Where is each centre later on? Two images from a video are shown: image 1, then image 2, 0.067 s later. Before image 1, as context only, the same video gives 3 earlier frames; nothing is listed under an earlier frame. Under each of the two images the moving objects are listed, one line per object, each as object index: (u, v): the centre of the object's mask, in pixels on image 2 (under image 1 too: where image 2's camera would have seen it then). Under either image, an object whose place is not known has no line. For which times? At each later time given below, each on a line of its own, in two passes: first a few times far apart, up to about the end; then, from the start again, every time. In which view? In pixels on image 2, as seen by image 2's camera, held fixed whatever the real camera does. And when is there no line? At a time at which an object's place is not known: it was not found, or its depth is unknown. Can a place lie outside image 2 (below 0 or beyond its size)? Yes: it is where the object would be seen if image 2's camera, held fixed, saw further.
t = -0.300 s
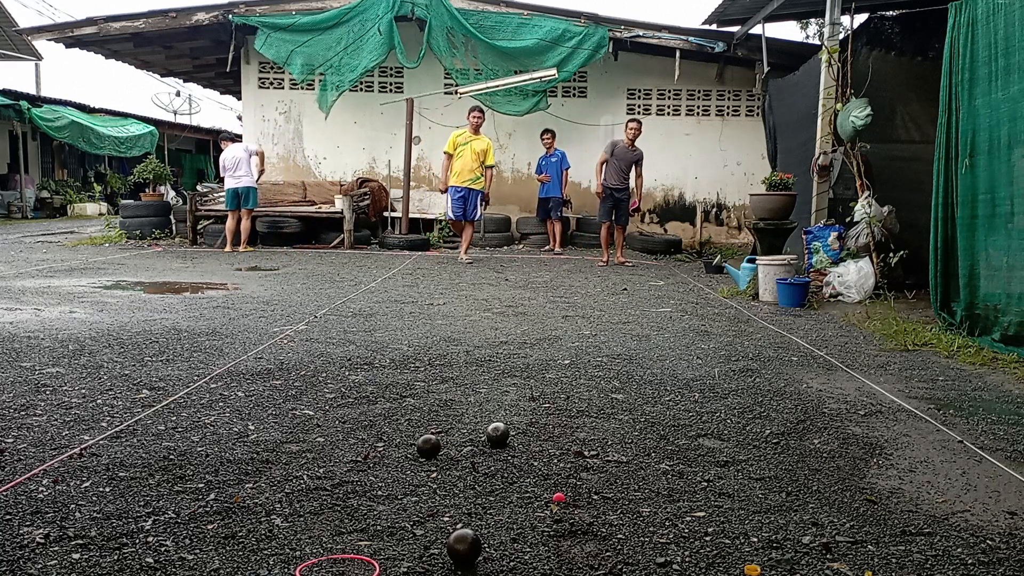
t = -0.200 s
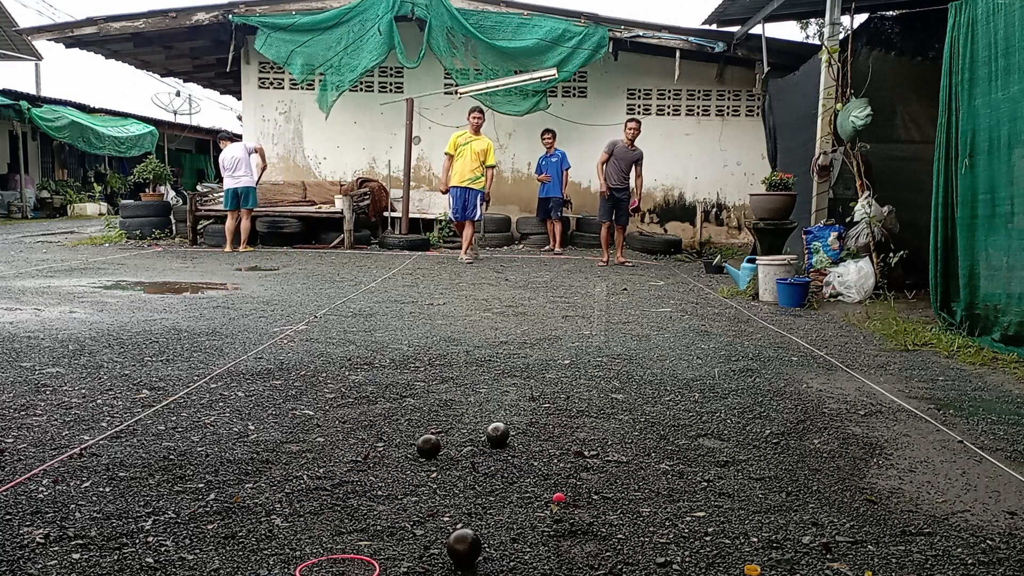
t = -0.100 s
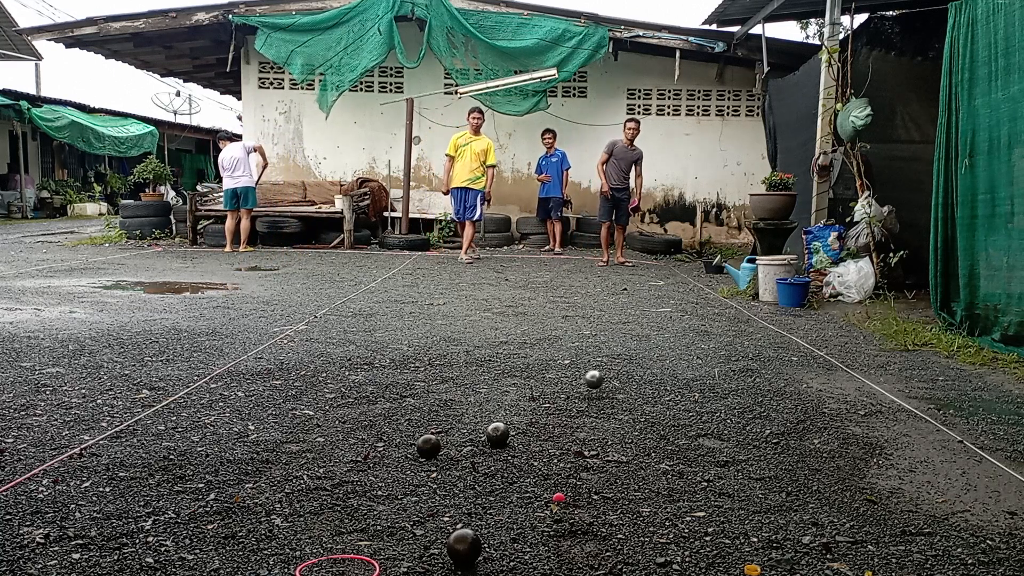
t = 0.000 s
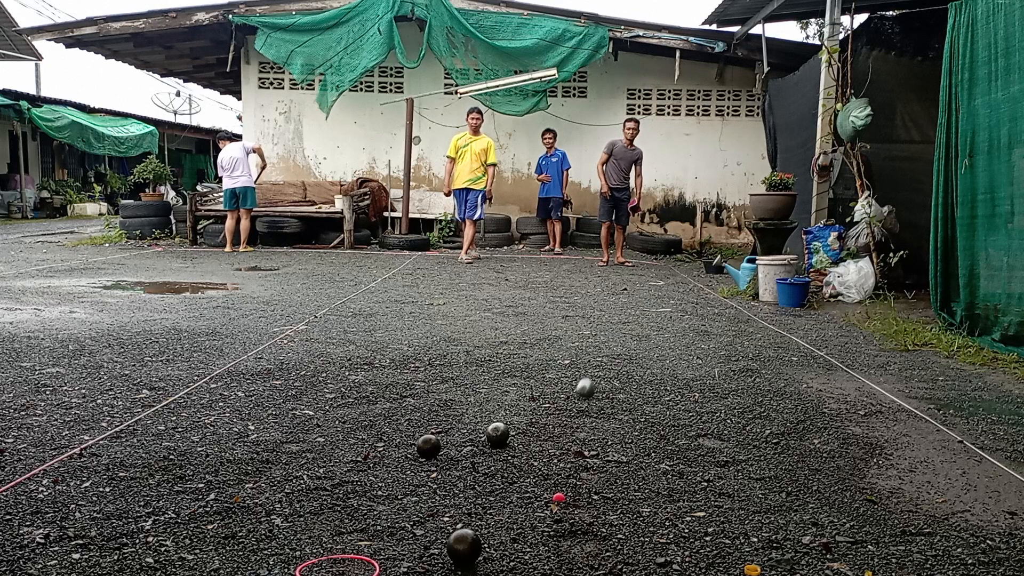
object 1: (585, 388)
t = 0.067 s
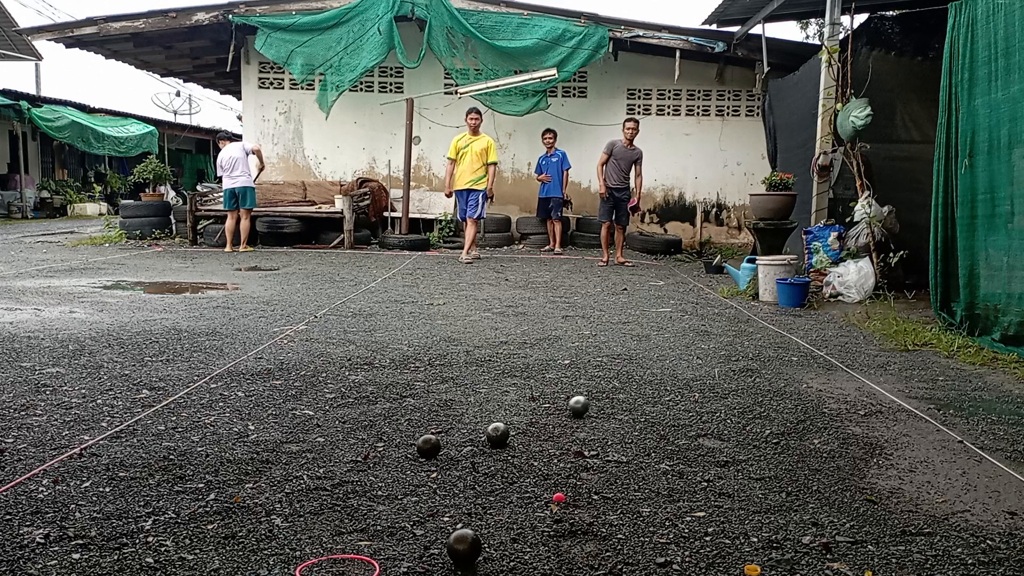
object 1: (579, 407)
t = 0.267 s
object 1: (558, 424)
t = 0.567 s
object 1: (520, 448)
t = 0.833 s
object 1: (491, 464)
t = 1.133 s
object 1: (476, 474)
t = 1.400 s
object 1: (477, 475)
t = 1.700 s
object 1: (477, 475)
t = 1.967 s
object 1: (476, 475)
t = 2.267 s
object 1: (476, 475)
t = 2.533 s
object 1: (477, 475)
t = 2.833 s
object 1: (477, 475)
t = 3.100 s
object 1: (477, 475)
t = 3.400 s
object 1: (477, 475)
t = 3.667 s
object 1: (477, 475)
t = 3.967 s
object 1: (477, 475)
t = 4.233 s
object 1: (477, 475)
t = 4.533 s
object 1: (477, 475)
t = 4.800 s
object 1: (477, 475)
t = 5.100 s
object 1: (477, 475)
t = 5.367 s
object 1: (476, 475)
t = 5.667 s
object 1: (476, 475)
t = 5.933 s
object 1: (476, 475)
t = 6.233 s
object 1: (476, 475)
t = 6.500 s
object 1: (476, 475)
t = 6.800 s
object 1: (476, 475)
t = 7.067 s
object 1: (476, 475)
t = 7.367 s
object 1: (476, 475)
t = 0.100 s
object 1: (575, 408)
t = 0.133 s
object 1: (572, 413)
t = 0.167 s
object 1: (569, 414)
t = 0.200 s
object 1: (566, 417)
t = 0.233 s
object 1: (562, 421)
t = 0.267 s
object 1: (558, 424)
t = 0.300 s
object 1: (554, 428)
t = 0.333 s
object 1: (550, 430)
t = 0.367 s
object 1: (546, 433)
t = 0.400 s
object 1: (542, 435)
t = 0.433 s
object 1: (538, 438)
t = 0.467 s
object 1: (533, 441)
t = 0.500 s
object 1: (529, 444)
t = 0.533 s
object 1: (525, 446)
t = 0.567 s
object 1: (520, 448)
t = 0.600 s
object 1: (516, 450)
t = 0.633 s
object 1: (512, 453)
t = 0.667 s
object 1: (507, 456)
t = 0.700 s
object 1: (504, 456)
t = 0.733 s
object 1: (500, 458)
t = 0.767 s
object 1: (497, 460)
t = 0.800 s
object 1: (494, 462)
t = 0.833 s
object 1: (491, 464)
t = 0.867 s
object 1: (488, 465)
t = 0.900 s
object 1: (487, 467)
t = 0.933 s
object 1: (485, 468)
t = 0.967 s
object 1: (483, 469)
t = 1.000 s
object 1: (481, 470)
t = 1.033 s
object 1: (480, 471)
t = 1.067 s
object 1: (478, 472)
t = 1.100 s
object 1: (477, 473)
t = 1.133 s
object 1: (476, 474)
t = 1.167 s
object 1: (475, 474)
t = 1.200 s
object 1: (475, 475)
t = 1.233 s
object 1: (475, 475)
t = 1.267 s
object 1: (476, 475)
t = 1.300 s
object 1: (477, 475)
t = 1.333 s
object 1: (477, 475)
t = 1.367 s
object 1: (477, 475)
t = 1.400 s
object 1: (477, 475)
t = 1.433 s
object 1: (476, 475)
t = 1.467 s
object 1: (476, 475)
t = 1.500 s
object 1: (476, 475)
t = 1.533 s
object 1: (476, 475)
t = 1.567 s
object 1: (476, 475)
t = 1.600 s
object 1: (477, 475)
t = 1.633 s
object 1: (477, 475)
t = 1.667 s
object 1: (477, 475)
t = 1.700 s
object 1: (477, 475)
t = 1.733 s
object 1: (477, 475)
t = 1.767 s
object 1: (476, 475)
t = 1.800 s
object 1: (476, 475)
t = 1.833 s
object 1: (476, 475)
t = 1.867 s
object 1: (476, 475)
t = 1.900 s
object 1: (476, 475)
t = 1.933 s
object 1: (476, 475)
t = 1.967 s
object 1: (476, 475)
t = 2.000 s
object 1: (476, 475)
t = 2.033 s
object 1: (476, 475)
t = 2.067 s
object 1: (476, 475)
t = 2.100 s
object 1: (476, 475)
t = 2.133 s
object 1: (476, 475)
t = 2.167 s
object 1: (476, 475)
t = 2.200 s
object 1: (476, 475)
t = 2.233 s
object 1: (476, 475)
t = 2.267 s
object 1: (476, 475)
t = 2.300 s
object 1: (476, 475)
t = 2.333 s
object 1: (476, 475)
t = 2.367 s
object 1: (476, 475)
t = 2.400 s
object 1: (476, 475)
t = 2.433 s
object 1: (476, 475)
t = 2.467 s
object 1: (477, 475)
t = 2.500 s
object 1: (476, 475)
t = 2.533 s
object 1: (477, 475)
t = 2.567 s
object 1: (477, 475)
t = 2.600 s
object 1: (477, 475)
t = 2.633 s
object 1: (477, 475)
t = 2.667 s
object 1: (477, 475)
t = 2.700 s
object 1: (477, 475)
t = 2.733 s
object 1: (477, 475)
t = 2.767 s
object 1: (477, 475)
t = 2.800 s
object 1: (477, 475)
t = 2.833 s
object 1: (477, 475)
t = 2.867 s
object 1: (477, 475)
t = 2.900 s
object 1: (477, 475)
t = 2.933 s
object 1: (477, 475)
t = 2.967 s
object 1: (477, 475)
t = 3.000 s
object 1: (477, 475)
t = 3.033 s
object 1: (477, 475)
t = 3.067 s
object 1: (477, 475)
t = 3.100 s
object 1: (477, 475)
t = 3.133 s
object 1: (477, 475)
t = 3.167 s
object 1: (477, 475)
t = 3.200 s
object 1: (477, 475)
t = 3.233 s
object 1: (477, 475)
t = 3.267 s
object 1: (477, 475)
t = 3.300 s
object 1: (477, 475)
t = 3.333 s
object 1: (477, 475)
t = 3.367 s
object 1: (477, 475)
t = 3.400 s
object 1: (477, 475)
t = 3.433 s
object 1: (477, 475)
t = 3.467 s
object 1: (477, 475)
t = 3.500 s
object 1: (477, 475)
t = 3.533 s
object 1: (477, 475)
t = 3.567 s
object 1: (477, 475)
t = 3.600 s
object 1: (476, 475)
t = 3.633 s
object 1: (477, 475)
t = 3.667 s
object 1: (477, 475)
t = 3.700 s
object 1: (477, 475)
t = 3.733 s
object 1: (477, 475)
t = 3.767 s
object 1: (477, 475)
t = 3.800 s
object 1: (477, 475)
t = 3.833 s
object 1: (477, 475)
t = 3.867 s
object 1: (477, 475)
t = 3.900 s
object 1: (477, 475)
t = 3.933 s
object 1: (477, 475)
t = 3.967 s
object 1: (477, 475)
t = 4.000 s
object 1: (477, 475)
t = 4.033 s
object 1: (477, 475)
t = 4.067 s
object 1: (477, 475)
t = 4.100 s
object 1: (477, 475)
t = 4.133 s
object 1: (477, 475)
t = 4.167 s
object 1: (477, 475)
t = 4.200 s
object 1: (477, 475)
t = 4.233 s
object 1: (477, 475)
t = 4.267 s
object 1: (477, 475)
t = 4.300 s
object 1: (477, 475)
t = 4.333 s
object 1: (477, 475)
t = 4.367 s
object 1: (477, 475)
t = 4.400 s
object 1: (476, 475)
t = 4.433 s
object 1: (477, 475)
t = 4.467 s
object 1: (476, 475)
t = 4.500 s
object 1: (477, 475)
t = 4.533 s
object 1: (477, 475)
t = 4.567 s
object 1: (477, 475)
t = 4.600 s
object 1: (477, 475)
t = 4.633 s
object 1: (476, 475)
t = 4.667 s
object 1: (477, 475)
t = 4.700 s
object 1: (477, 475)
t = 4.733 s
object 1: (477, 475)
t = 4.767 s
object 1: (477, 475)
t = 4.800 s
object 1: (477, 475)
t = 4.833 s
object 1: (477, 475)
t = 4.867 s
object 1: (477, 475)
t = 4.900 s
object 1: (477, 475)
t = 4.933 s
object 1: (477, 475)
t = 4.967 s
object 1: (477, 475)
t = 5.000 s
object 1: (477, 475)
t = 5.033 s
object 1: (477, 475)
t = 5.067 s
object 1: (477, 475)
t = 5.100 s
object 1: (477, 475)
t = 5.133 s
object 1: (477, 475)
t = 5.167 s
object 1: (477, 475)
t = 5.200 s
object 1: (477, 475)
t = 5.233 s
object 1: (477, 475)
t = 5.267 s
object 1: (477, 475)
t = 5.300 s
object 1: (476, 475)
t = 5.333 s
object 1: (476, 475)
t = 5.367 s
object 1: (476, 475)
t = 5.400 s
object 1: (476, 475)
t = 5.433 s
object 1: (476, 475)
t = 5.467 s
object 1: (476, 475)
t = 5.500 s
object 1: (476, 475)
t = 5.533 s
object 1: (476, 475)
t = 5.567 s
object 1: (476, 475)
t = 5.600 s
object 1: (476, 475)
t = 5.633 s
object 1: (476, 475)
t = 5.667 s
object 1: (476, 475)
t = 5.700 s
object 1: (476, 475)
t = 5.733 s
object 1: (476, 475)
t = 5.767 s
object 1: (476, 475)
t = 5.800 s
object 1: (476, 475)
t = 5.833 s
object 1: (476, 475)
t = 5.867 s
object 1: (476, 475)
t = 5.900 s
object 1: (476, 475)
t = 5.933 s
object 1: (476, 475)
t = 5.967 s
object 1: (476, 475)
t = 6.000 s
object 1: (476, 475)
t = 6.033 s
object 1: (476, 475)
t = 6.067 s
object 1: (476, 475)
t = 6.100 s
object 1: (476, 475)
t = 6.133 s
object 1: (476, 475)
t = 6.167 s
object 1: (476, 475)
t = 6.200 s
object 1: (476, 475)
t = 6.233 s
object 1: (476, 475)
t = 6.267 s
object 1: (476, 475)
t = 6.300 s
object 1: (476, 475)
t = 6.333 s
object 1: (476, 475)
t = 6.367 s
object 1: (476, 475)
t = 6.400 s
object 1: (476, 475)
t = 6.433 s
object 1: (476, 475)
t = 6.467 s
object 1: (476, 475)
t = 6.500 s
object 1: (476, 475)
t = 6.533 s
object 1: (476, 475)
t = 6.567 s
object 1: (476, 475)
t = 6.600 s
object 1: (476, 475)
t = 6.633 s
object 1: (476, 475)
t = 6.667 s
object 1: (476, 475)
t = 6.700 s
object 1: (476, 475)
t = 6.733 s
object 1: (476, 475)
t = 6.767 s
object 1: (476, 475)
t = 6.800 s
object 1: (476, 475)
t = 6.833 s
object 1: (476, 475)
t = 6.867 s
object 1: (476, 475)
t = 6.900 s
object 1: (476, 475)
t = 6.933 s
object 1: (476, 475)
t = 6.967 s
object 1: (476, 475)
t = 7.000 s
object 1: (476, 475)
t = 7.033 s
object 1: (476, 475)
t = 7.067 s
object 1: (476, 475)
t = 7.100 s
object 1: (476, 475)
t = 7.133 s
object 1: (476, 475)
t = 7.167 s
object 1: (476, 475)
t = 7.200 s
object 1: (476, 475)
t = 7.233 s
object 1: (476, 475)
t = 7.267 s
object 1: (476, 475)
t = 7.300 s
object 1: (476, 475)
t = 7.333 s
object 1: (476, 475)
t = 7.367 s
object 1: (476, 475)
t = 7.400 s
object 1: (476, 475)
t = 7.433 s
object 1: (476, 475)
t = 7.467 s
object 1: (476, 475)
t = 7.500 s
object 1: (476, 475)
